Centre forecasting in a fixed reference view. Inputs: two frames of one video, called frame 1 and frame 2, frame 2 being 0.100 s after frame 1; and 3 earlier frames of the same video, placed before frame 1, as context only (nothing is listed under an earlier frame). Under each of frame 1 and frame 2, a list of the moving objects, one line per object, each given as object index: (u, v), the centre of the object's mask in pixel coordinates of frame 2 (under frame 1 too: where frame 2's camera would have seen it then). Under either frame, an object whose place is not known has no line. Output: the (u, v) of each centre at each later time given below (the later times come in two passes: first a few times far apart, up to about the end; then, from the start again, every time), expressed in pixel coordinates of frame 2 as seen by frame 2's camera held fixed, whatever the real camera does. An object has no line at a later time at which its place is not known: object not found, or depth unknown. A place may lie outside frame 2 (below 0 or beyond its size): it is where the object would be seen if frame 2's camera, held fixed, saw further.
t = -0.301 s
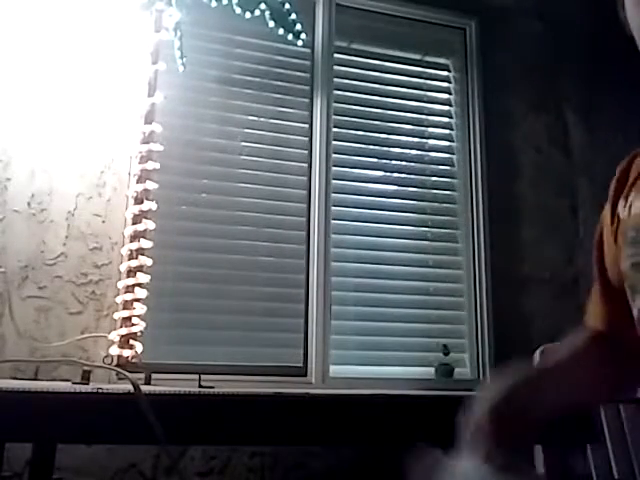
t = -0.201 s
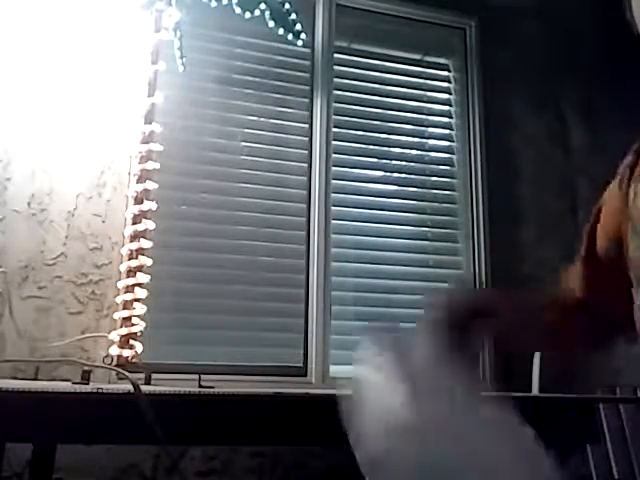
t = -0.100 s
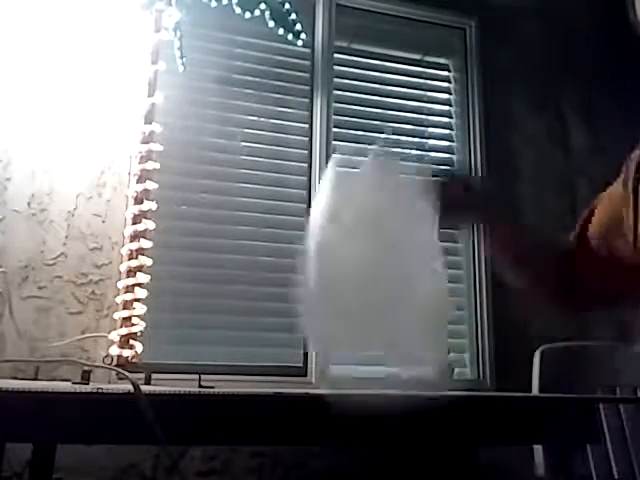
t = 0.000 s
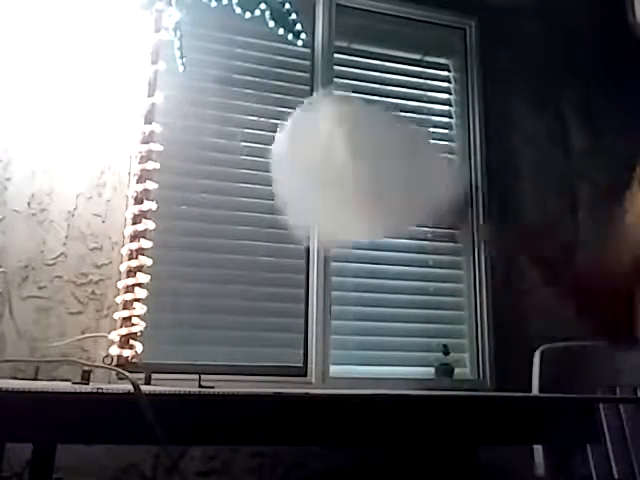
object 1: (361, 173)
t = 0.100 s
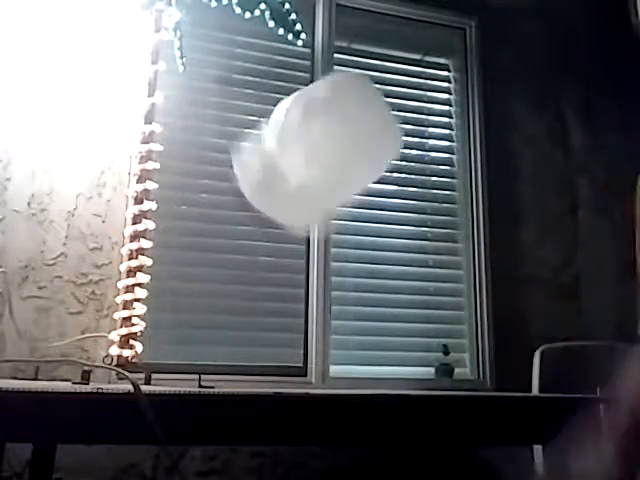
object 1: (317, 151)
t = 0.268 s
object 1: (293, 216)
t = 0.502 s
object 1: (292, 315)
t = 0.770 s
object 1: (339, 320)
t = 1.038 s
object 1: (338, 320)
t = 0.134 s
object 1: (310, 147)
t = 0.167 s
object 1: (308, 153)
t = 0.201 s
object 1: (303, 167)
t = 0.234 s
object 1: (298, 190)
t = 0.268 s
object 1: (293, 216)
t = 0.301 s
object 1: (291, 246)
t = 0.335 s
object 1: (288, 283)
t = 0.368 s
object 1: (286, 319)
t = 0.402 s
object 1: (284, 317)
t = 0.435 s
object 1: (282, 316)
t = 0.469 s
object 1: (286, 315)
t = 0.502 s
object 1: (292, 315)
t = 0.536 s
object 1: (298, 314)
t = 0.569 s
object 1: (304, 315)
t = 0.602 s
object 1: (312, 316)
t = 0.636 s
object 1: (321, 317)
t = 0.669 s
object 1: (331, 318)
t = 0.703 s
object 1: (340, 320)
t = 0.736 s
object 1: (339, 320)
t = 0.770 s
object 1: (339, 320)
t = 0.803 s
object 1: (340, 320)
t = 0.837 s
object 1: (339, 320)
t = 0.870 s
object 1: (339, 320)
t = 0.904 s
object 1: (339, 320)
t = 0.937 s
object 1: (339, 320)
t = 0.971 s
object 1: (339, 320)
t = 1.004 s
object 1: (338, 320)
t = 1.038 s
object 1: (338, 320)
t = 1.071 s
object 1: (338, 320)
